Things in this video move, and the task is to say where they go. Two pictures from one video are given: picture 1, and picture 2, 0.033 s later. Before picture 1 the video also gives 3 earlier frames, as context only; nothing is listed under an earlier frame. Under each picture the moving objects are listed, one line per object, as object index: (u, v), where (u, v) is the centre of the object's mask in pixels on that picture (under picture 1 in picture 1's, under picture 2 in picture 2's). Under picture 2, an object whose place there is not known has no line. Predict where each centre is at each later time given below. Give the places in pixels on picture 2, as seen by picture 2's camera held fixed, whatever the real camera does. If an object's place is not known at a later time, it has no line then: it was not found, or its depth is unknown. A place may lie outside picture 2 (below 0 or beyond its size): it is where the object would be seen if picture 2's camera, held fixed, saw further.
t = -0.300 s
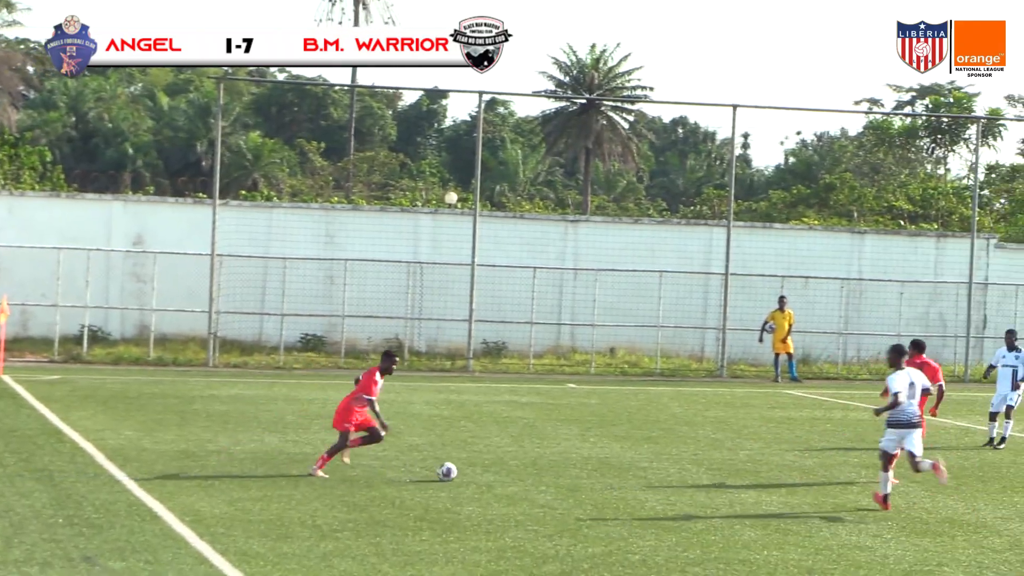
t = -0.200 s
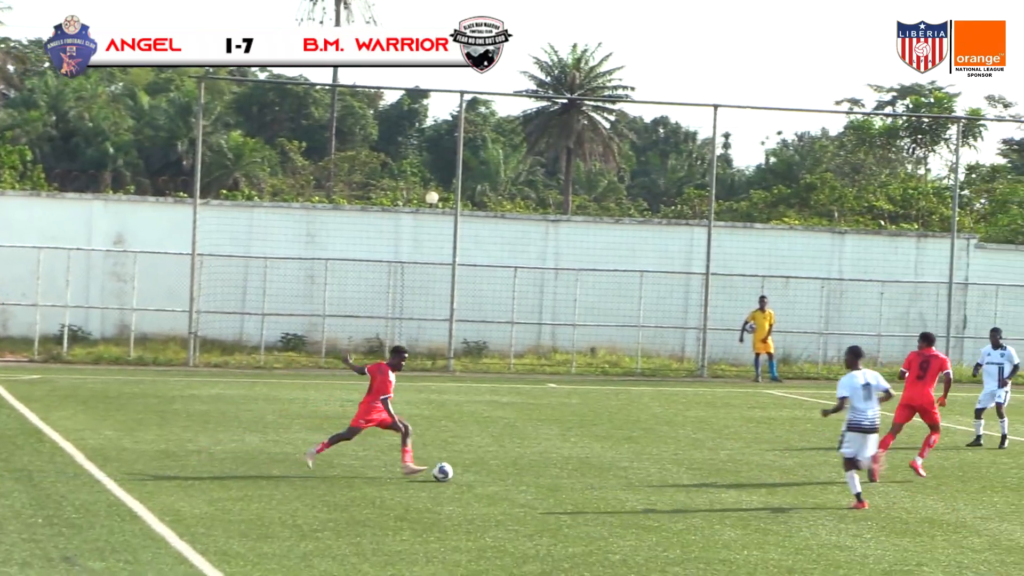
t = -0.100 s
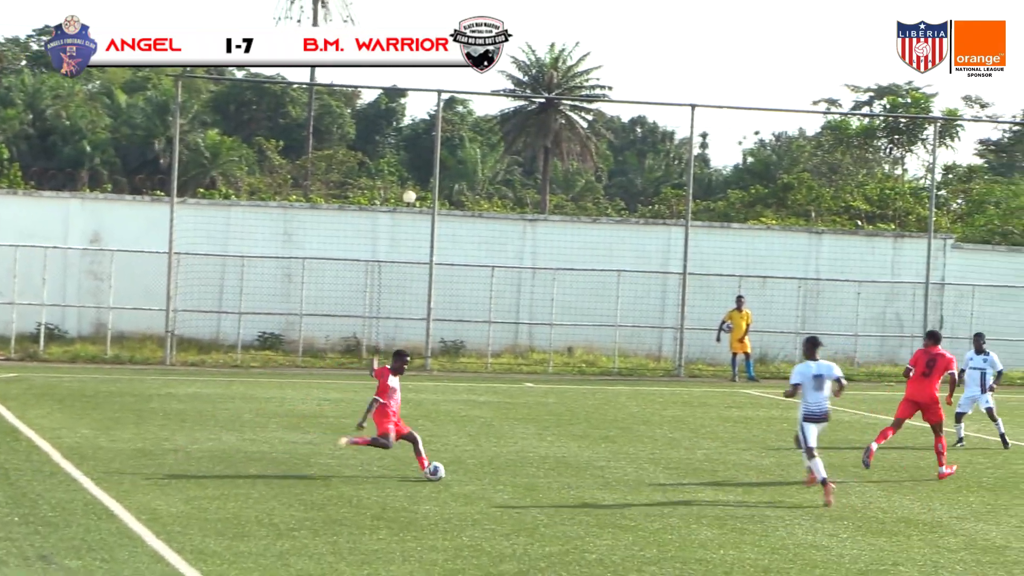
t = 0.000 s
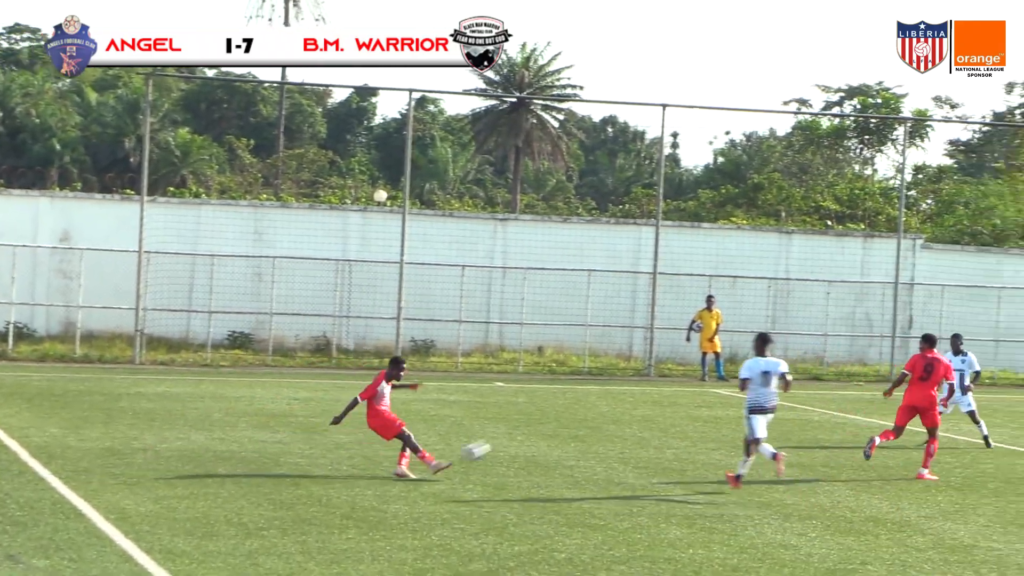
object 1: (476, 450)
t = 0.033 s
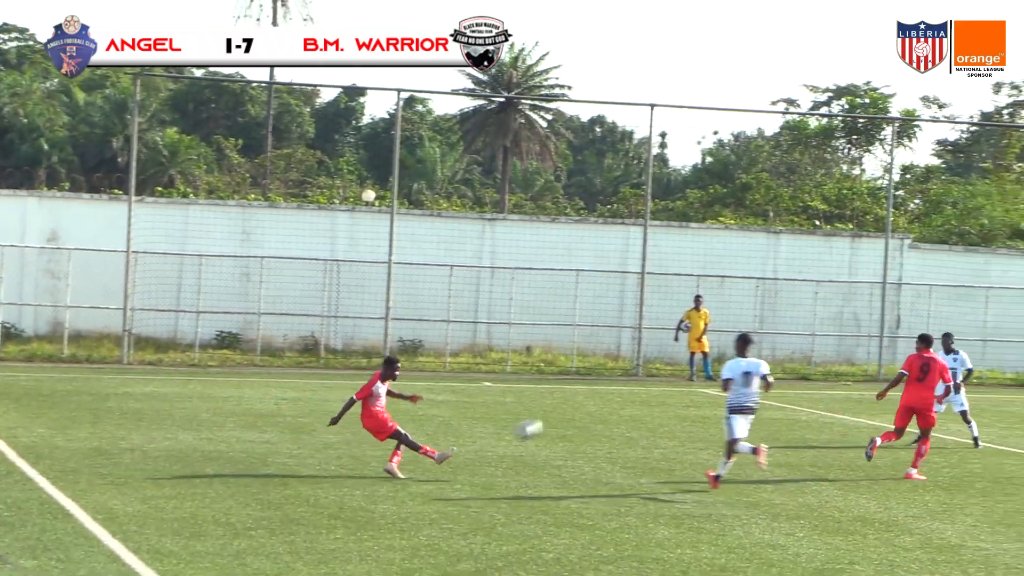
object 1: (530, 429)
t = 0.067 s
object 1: (589, 408)
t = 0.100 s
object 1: (646, 387)
